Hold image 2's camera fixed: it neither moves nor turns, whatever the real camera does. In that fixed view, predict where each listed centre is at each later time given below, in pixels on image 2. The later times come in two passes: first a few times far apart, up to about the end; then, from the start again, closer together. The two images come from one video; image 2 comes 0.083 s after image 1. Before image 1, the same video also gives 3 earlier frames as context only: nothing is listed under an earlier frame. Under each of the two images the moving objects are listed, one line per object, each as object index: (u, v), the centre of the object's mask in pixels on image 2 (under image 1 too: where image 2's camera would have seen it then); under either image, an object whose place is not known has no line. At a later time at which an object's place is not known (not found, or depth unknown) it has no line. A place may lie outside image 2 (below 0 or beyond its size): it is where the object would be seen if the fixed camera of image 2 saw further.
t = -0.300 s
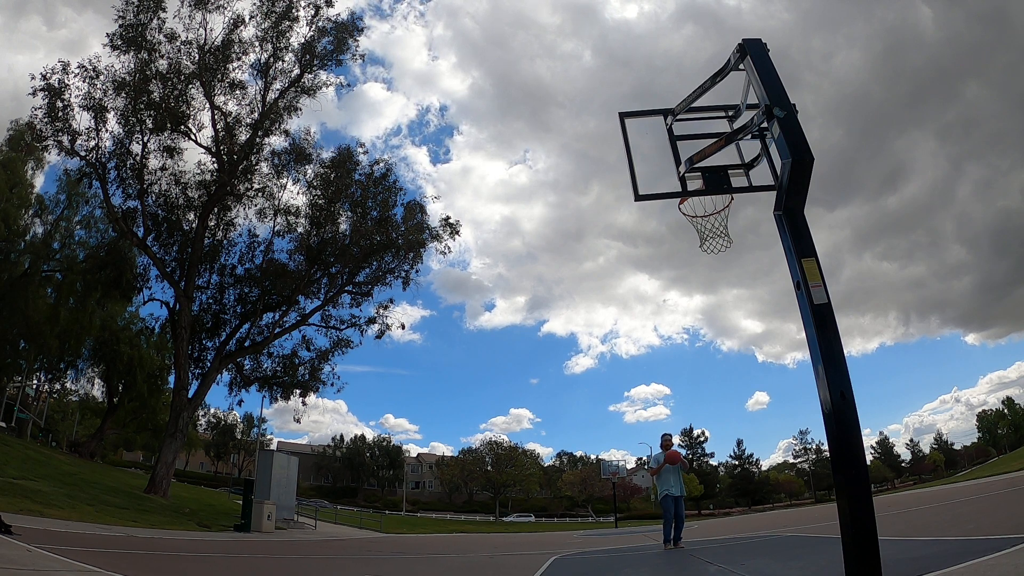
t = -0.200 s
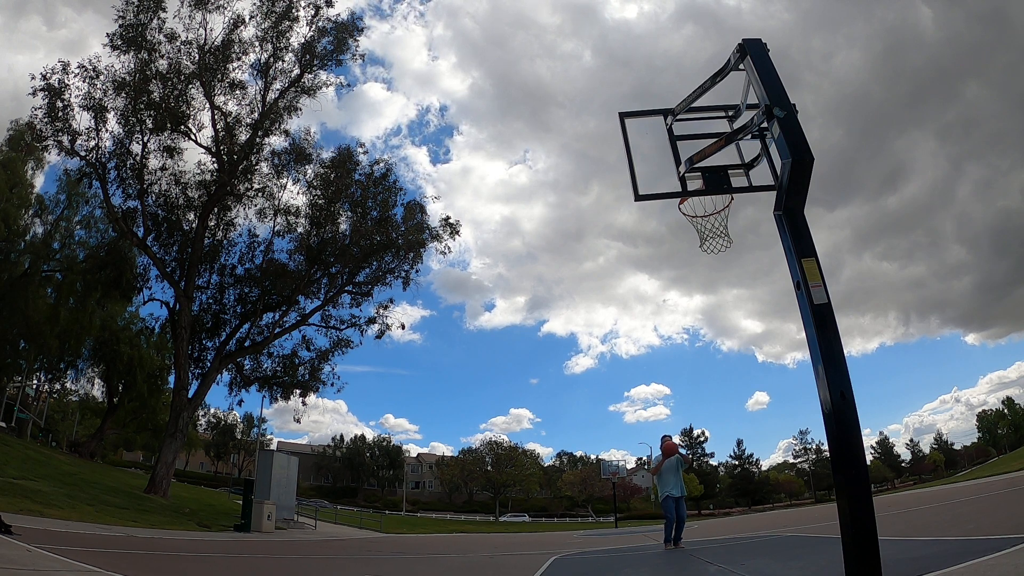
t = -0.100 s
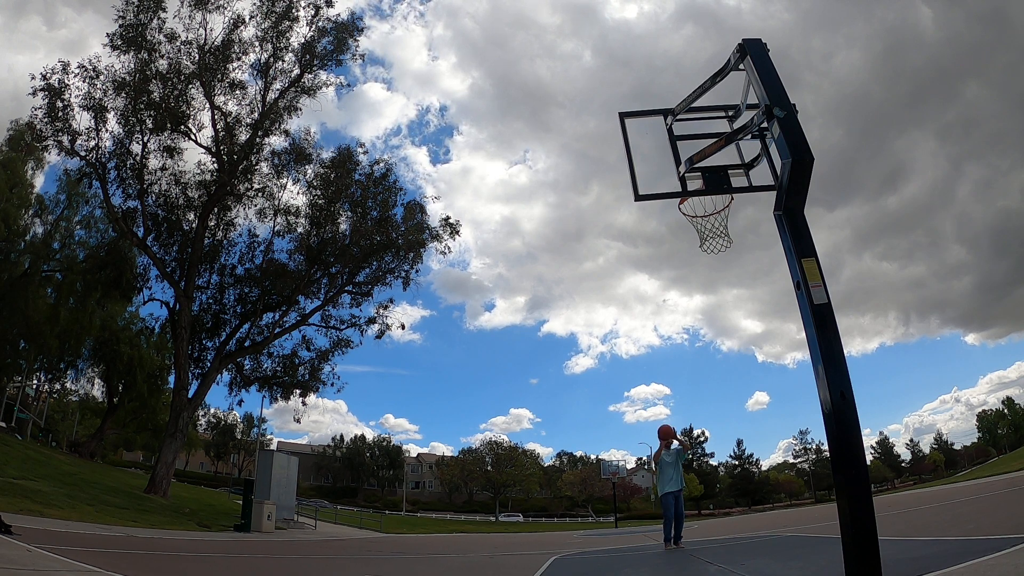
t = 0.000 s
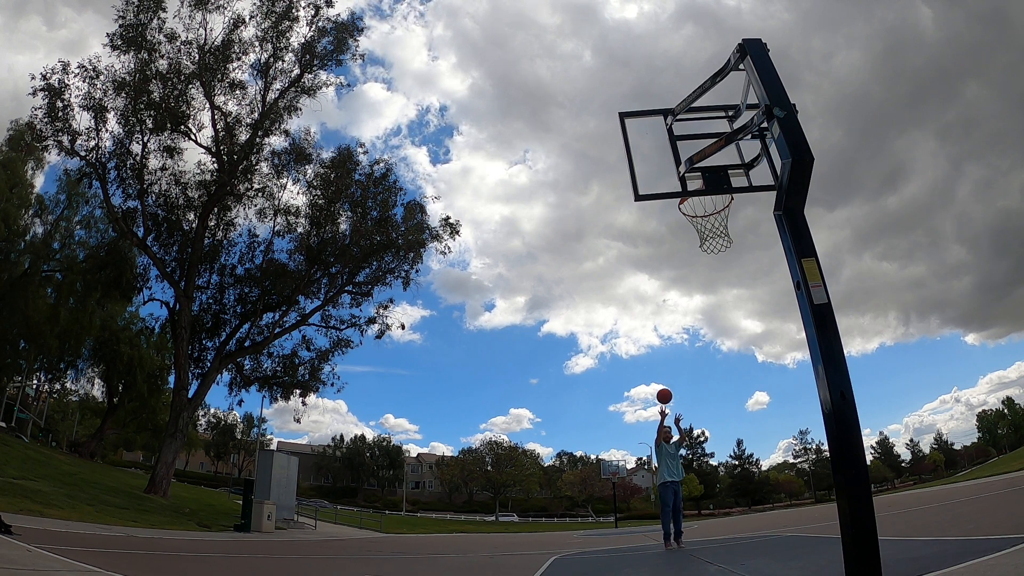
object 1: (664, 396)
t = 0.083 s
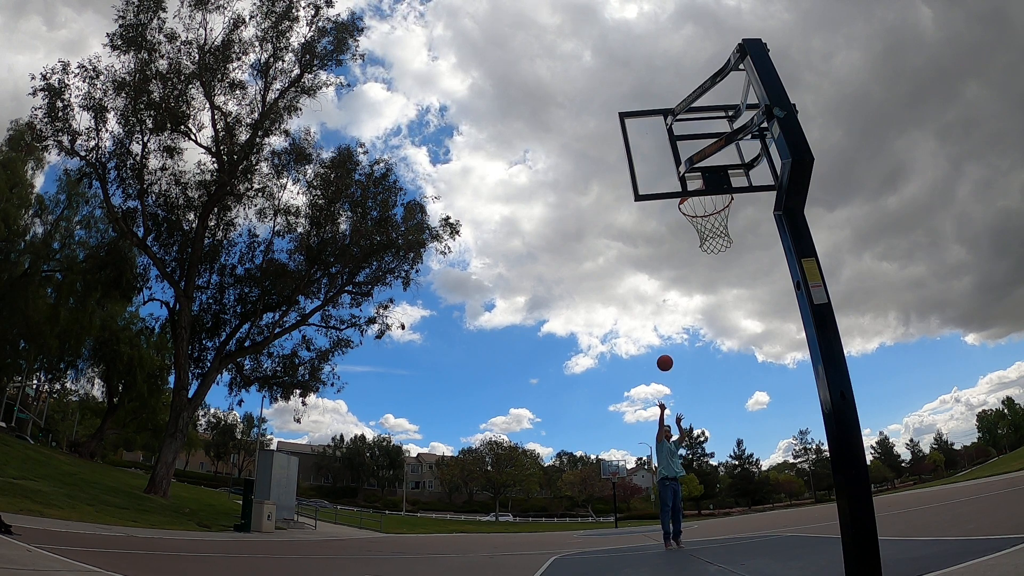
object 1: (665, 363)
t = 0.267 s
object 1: (667, 299)
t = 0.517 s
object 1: (675, 236)
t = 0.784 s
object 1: (698, 206)
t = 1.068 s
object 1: (688, 155)
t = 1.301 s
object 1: (664, 164)
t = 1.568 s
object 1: (646, 220)
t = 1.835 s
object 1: (633, 361)
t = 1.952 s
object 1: (627, 456)
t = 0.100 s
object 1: (665, 356)
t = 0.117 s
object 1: (665, 350)
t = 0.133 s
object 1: (665, 344)
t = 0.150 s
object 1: (665, 338)
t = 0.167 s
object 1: (666, 332)
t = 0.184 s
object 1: (666, 327)
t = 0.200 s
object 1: (666, 321)
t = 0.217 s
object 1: (666, 315)
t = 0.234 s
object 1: (666, 310)
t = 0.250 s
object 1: (667, 305)
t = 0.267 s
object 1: (667, 299)
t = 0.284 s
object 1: (667, 294)
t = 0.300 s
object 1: (668, 289)
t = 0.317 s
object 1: (668, 284)
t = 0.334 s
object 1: (669, 280)
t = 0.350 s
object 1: (669, 275)
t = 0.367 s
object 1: (670, 271)
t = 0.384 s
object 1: (670, 266)
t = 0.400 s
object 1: (671, 262)
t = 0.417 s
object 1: (671, 258)
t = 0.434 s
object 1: (672, 254)
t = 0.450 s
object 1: (672, 250)
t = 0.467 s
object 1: (673, 246)
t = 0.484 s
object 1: (674, 243)
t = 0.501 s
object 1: (675, 239)
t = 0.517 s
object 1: (675, 236)
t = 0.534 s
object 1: (676, 233)
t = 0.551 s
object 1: (677, 230)
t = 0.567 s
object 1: (678, 227)
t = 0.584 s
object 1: (679, 224)
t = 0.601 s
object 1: (679, 222)
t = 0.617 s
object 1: (681, 219)
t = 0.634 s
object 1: (682, 217)
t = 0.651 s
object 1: (684, 215)
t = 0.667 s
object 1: (685, 213)
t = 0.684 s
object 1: (687, 211)
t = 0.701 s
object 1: (688, 209)
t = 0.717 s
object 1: (690, 208)
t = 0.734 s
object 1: (691, 207)
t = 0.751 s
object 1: (693, 206)
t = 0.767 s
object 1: (696, 206)
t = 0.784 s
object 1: (698, 206)
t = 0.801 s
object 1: (701, 205)
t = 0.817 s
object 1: (703, 205)
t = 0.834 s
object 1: (705, 205)
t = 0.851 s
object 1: (706, 204)
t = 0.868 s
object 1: (707, 202)
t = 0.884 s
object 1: (708, 201)
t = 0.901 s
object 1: (709, 199)
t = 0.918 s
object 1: (710, 198)
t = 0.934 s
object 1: (712, 197)
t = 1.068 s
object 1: (688, 155)
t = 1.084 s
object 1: (687, 154)
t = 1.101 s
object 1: (687, 153)
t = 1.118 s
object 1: (686, 152)
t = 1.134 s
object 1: (685, 152)
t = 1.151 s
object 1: (685, 152)
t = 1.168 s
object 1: (684, 152)
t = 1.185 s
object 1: (669, 160)
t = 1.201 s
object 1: (673, 158)
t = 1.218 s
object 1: (670, 158)
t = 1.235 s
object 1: (667, 160)
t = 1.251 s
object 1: (666, 161)
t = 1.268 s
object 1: (665, 161)
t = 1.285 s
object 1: (664, 162)
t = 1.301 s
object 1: (664, 164)
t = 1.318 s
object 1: (663, 165)
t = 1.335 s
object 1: (662, 167)
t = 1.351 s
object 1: (661, 169)
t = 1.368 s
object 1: (659, 171)
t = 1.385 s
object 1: (658, 174)
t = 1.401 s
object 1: (656, 177)
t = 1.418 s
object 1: (655, 180)
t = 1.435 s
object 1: (654, 182)
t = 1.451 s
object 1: (653, 184)
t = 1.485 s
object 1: (652, 204)
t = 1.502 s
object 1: (650, 206)
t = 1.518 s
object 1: (649, 208)
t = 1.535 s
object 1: (648, 211)
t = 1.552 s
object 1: (647, 215)
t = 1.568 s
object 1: (646, 220)
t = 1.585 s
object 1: (645, 226)
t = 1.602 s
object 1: (644, 233)
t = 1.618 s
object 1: (643, 239)
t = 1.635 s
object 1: (642, 246)
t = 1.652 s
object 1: (641, 254)
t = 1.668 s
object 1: (640, 261)
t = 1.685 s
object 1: (640, 269)
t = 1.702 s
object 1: (639, 278)
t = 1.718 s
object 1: (638, 287)
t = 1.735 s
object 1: (637, 296)
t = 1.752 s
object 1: (637, 306)
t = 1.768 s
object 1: (636, 316)
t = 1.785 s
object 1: (635, 327)
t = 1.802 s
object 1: (635, 338)
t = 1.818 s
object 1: (634, 349)
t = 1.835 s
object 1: (633, 361)
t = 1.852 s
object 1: (633, 373)
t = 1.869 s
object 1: (632, 386)
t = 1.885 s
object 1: (631, 399)
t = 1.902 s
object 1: (630, 412)
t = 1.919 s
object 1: (629, 427)
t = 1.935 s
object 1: (628, 441)
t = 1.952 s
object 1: (627, 456)
